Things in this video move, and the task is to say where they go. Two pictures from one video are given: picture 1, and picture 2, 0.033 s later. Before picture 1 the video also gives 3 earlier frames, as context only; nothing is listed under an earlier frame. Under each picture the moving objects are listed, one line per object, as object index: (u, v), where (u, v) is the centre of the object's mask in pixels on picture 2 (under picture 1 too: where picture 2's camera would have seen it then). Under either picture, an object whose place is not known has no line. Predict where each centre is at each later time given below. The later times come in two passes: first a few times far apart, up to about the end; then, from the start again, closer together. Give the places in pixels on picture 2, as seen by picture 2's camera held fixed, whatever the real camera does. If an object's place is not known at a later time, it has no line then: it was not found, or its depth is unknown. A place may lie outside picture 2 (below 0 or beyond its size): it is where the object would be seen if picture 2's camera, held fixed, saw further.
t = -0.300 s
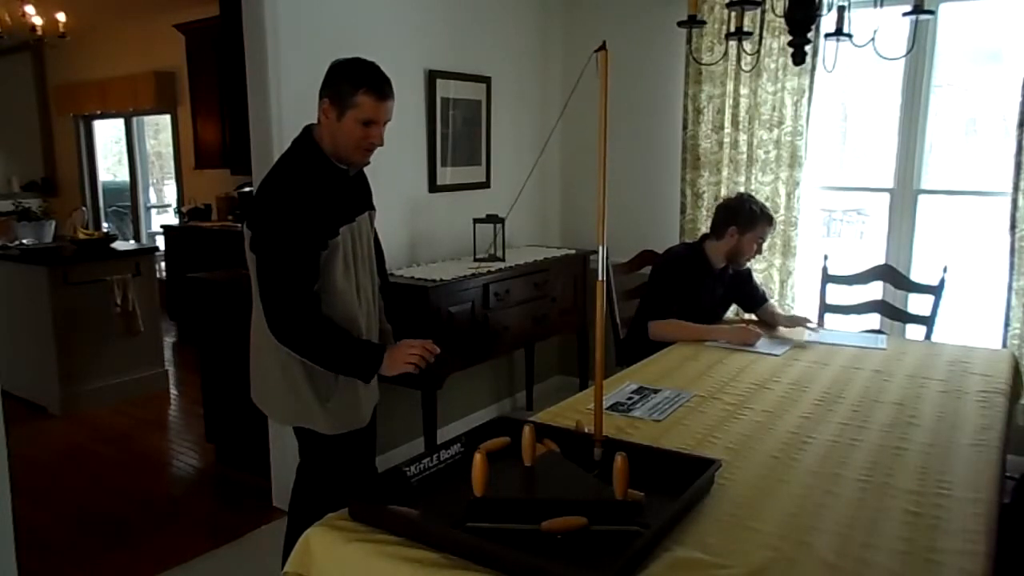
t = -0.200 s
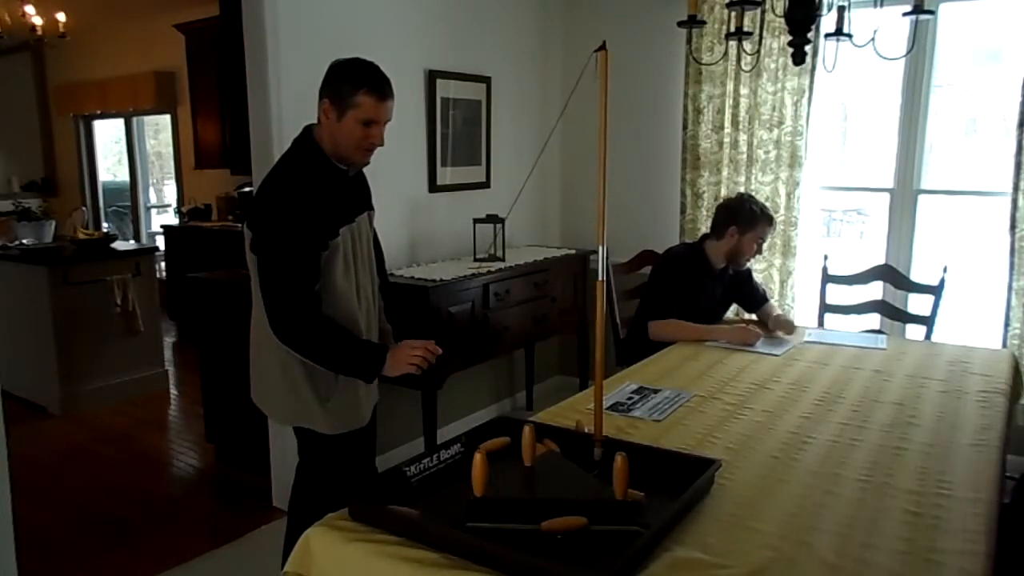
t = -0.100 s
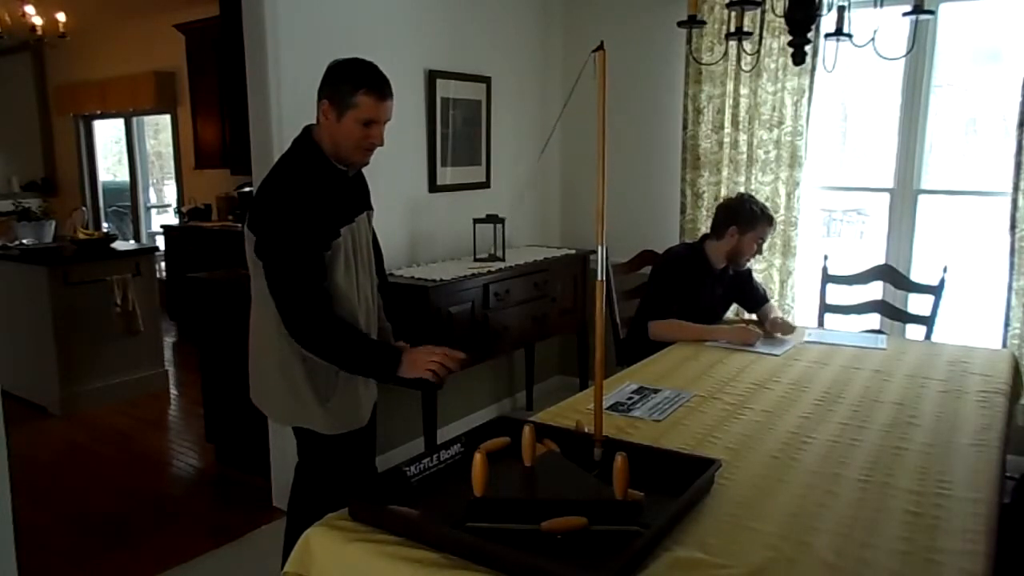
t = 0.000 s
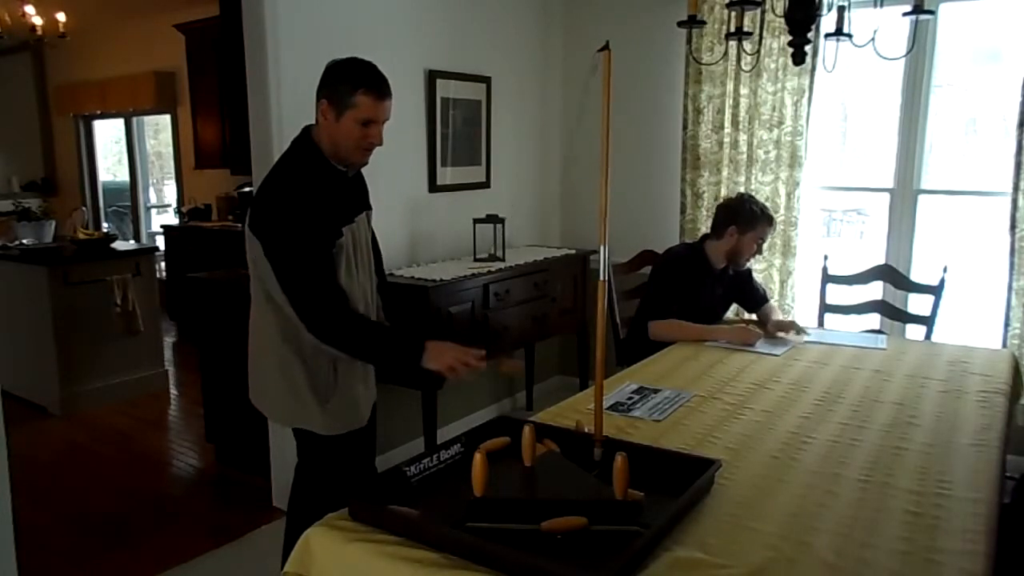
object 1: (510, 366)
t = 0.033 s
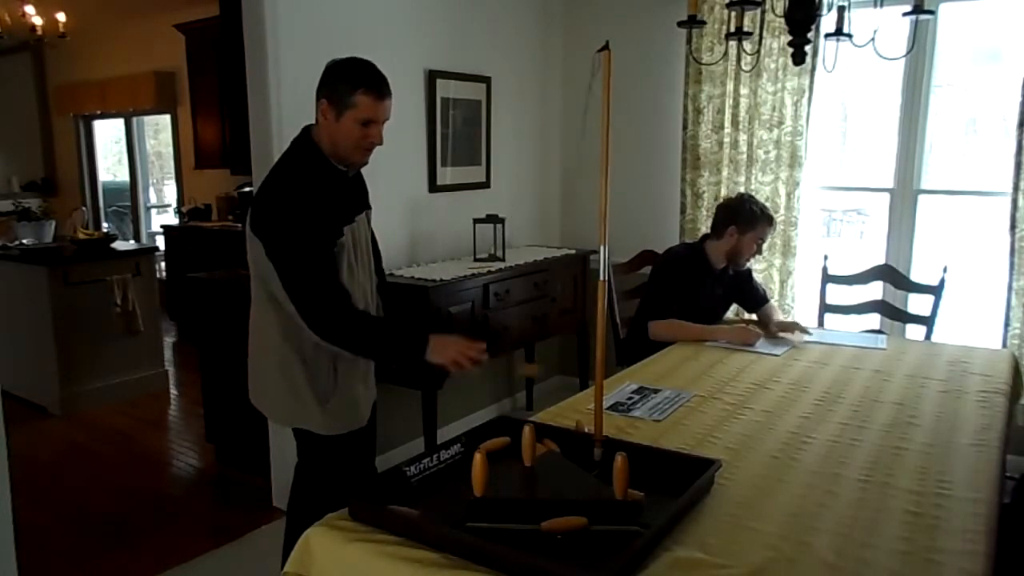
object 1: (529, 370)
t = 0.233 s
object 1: (666, 380)
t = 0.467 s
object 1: (796, 384)
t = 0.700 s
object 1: (826, 402)
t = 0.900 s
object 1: (734, 446)
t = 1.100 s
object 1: (575, 453)
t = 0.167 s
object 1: (622, 379)
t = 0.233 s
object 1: (666, 380)
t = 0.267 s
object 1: (689, 381)
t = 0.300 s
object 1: (708, 380)
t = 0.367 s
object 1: (751, 383)
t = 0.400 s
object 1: (767, 383)
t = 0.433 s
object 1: (782, 384)
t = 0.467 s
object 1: (796, 384)
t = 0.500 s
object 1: (807, 384)
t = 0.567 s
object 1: (825, 387)
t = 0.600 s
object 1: (830, 390)
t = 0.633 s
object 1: (832, 393)
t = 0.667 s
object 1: (830, 397)
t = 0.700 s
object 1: (826, 402)
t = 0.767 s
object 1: (807, 418)
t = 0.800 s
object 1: (793, 426)
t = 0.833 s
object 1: (776, 433)
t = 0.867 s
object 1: (754, 440)
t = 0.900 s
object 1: (734, 446)
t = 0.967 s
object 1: (682, 456)
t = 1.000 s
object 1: (655, 457)
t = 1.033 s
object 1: (631, 455)
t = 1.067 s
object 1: (598, 457)
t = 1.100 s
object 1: (575, 453)
